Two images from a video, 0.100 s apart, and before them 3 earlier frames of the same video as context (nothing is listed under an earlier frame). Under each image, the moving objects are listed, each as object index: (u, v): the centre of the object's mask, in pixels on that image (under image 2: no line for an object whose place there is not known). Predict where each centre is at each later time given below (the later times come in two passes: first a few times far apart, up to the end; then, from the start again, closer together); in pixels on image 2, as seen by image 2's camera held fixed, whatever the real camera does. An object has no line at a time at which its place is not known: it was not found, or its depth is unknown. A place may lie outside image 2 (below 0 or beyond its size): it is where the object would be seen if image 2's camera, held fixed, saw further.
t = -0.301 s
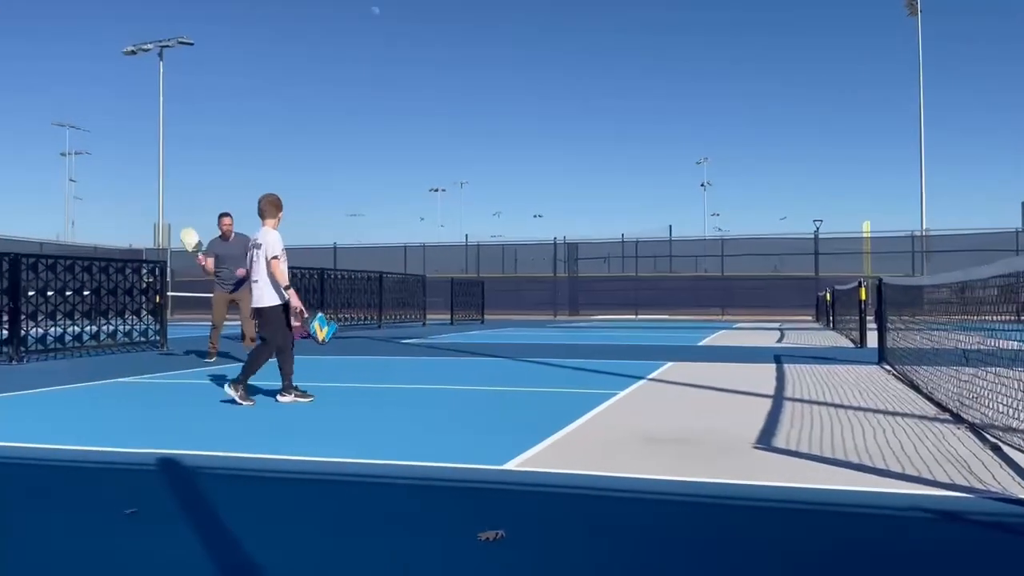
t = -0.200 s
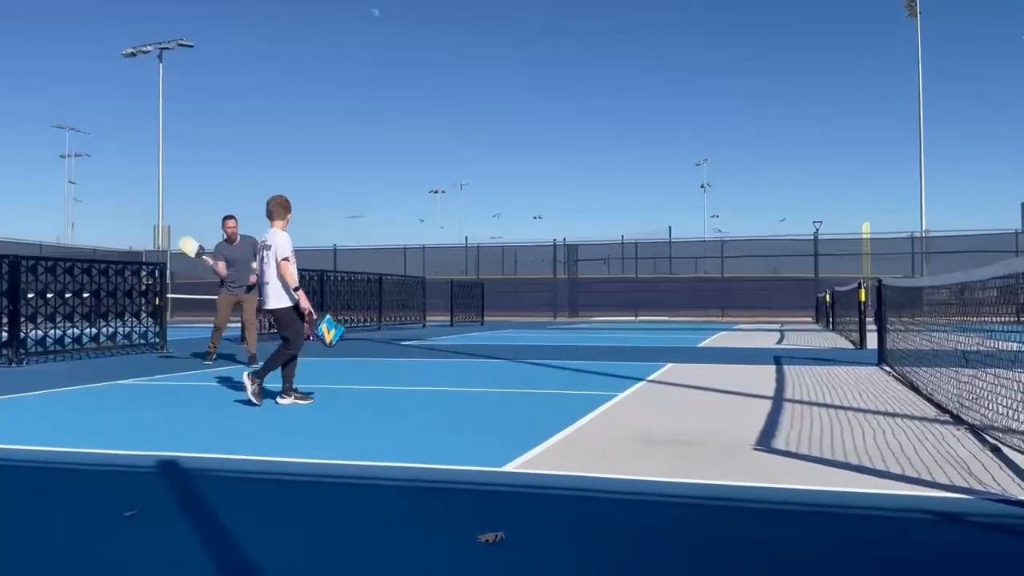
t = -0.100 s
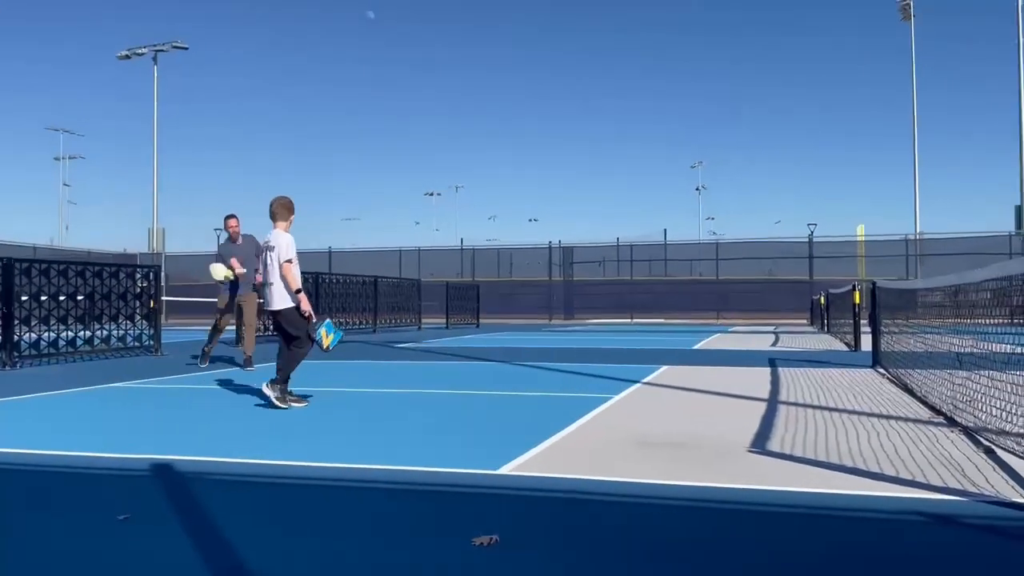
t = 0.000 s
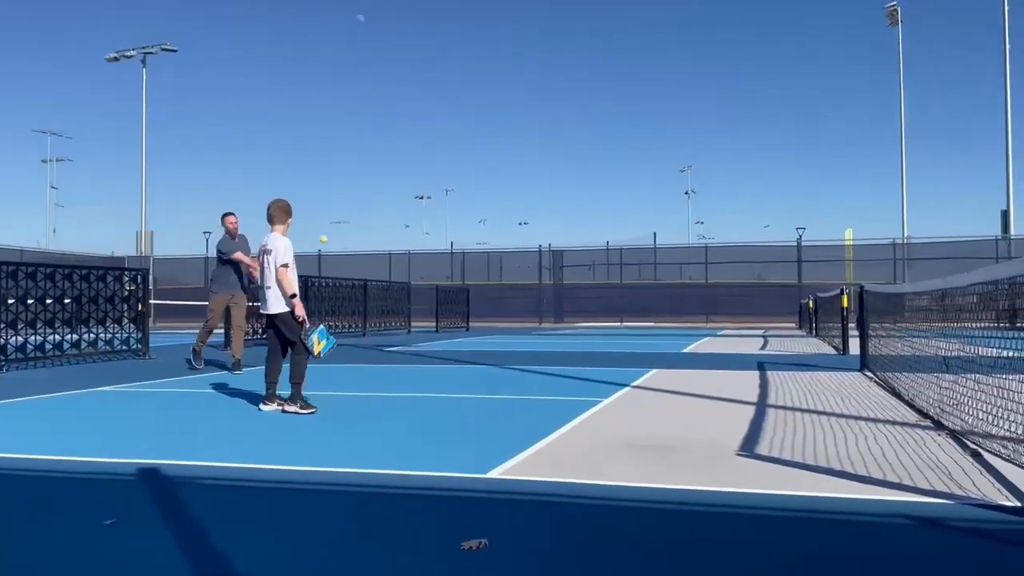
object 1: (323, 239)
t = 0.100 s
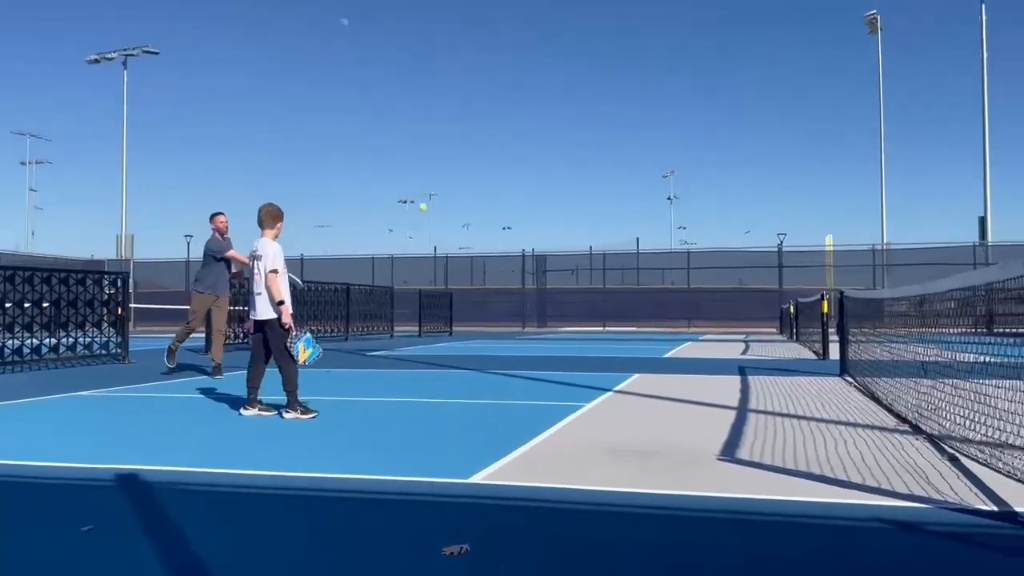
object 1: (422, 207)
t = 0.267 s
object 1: (629, 157)
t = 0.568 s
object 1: (1067, 113)
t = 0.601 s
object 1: (1122, 113)
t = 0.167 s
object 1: (503, 186)
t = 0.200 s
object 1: (544, 176)
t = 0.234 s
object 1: (587, 167)
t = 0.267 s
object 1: (629, 157)
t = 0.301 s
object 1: (673, 149)
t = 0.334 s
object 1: (718, 141)
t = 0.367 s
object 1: (764, 135)
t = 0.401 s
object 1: (811, 129)
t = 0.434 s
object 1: (860, 124)
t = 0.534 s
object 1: (1014, 114)
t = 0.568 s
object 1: (1067, 113)
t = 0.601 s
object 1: (1122, 113)
